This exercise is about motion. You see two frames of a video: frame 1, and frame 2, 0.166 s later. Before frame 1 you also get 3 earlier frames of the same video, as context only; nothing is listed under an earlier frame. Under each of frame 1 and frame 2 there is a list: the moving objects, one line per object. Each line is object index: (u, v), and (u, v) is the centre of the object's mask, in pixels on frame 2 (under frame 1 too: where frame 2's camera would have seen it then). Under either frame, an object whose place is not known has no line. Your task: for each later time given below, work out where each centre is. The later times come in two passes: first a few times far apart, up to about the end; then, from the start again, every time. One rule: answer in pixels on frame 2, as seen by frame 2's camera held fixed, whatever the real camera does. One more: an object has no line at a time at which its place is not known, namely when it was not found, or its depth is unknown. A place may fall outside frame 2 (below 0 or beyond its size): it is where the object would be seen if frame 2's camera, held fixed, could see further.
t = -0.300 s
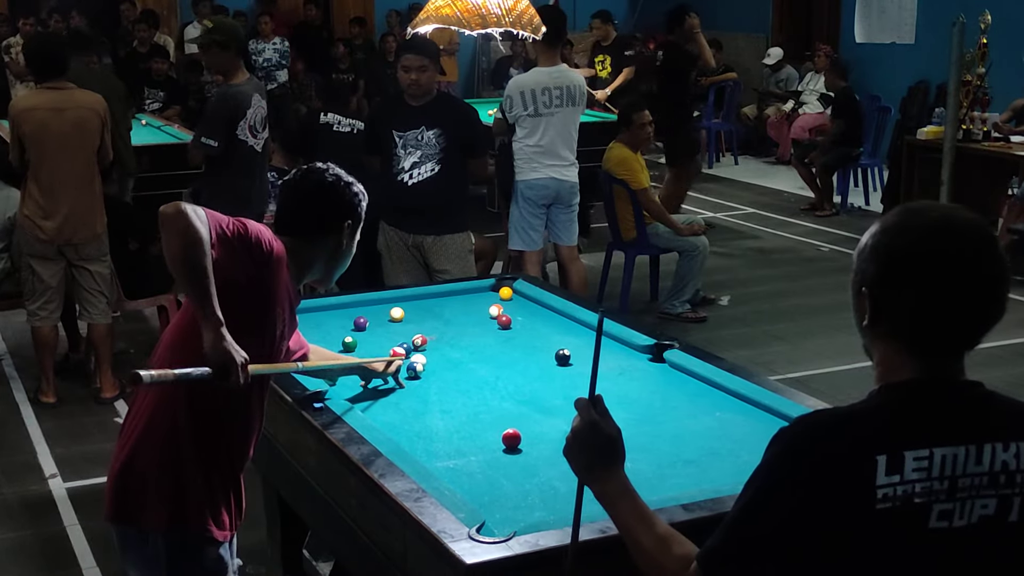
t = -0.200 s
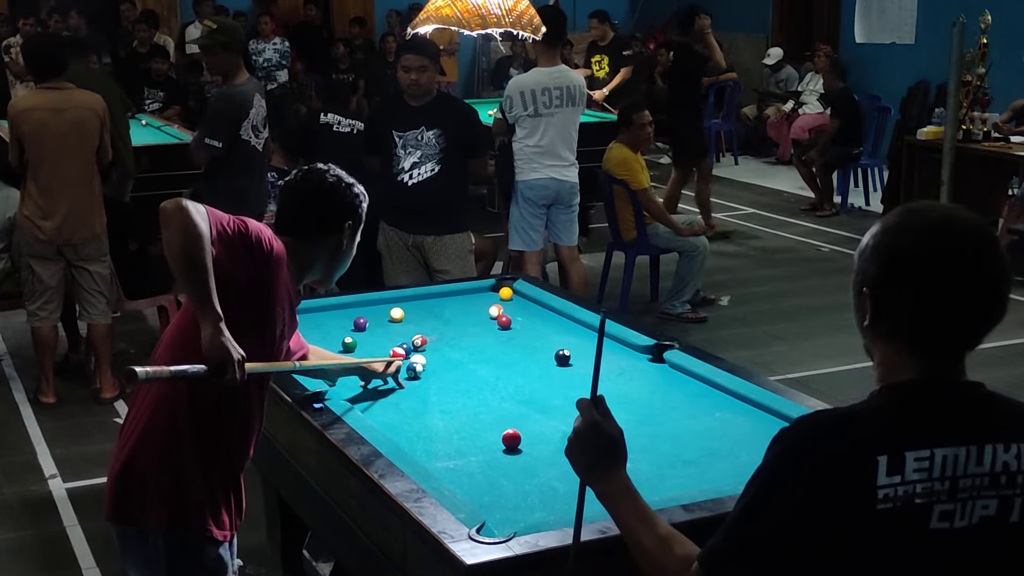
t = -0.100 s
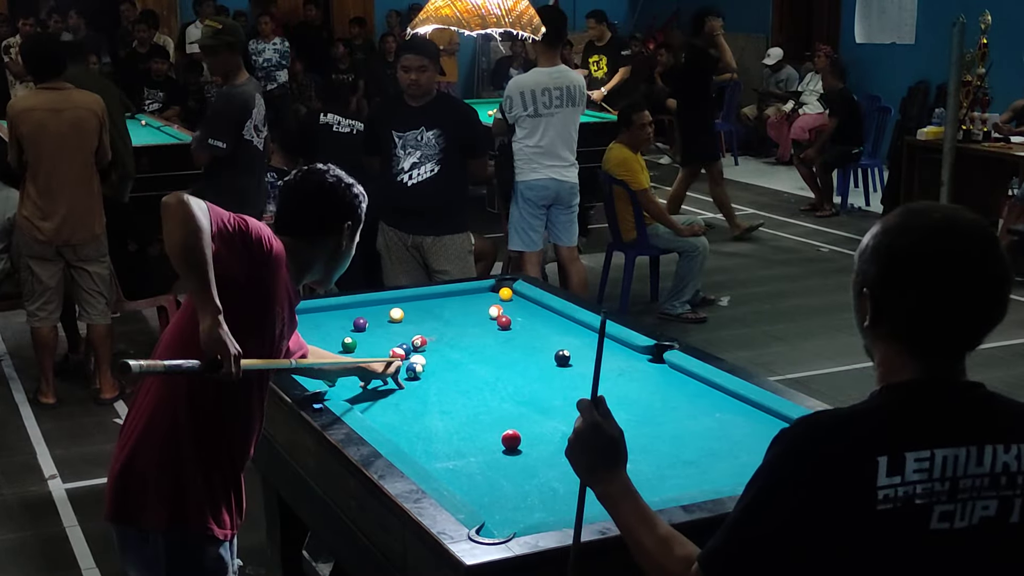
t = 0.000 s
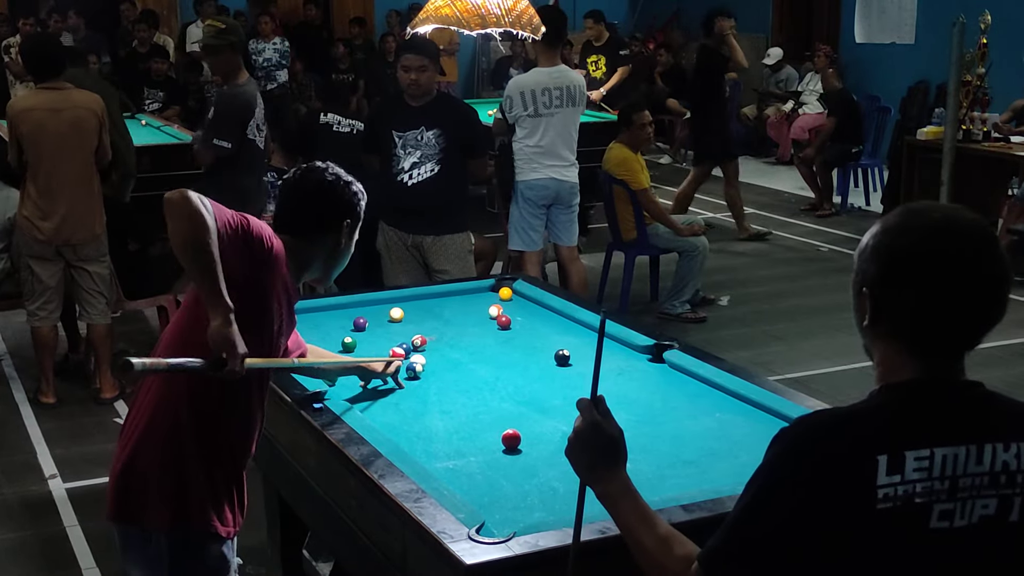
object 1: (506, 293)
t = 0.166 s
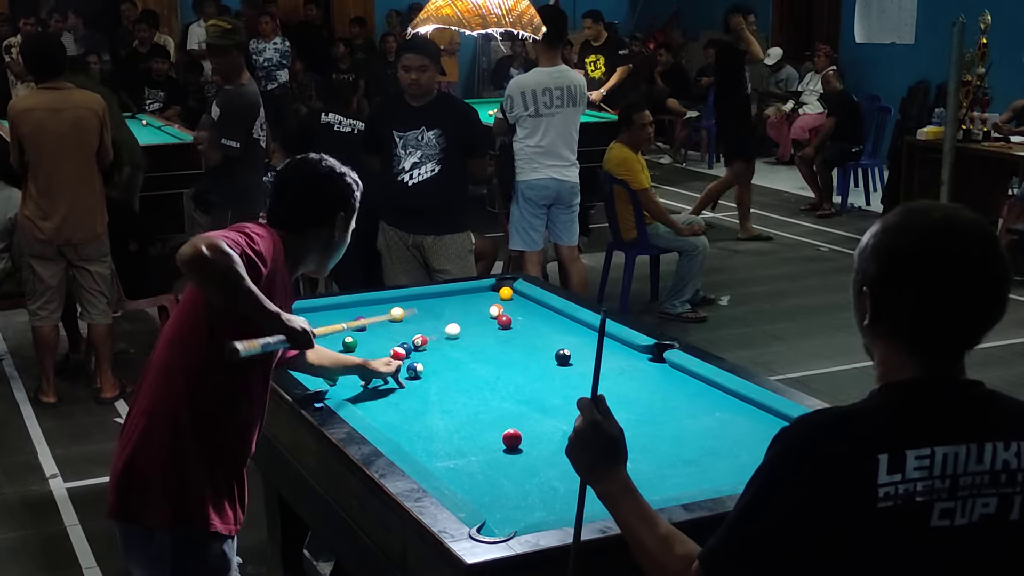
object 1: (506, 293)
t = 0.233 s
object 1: (506, 293)
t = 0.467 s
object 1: (513, 300)
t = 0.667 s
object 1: (534, 321)
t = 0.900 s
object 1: (556, 345)
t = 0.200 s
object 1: (506, 293)
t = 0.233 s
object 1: (506, 293)
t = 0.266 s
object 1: (506, 293)
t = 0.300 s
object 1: (506, 293)
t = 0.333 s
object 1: (506, 293)
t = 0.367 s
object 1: (514, 293)
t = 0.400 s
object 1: (507, 293)
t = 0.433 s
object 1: (507, 296)
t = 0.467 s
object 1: (513, 300)
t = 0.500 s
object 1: (518, 304)
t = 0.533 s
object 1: (522, 307)
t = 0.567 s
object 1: (525, 310)
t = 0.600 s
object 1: (528, 314)
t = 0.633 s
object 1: (531, 317)
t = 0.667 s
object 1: (534, 321)
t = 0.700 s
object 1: (537, 324)
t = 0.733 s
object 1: (540, 327)
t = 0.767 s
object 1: (543, 331)
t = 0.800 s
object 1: (546, 335)
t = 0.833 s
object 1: (550, 338)
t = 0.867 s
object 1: (553, 342)
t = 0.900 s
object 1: (556, 345)
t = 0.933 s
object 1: (558, 346)
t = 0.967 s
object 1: (563, 347)
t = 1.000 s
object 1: (567, 350)
